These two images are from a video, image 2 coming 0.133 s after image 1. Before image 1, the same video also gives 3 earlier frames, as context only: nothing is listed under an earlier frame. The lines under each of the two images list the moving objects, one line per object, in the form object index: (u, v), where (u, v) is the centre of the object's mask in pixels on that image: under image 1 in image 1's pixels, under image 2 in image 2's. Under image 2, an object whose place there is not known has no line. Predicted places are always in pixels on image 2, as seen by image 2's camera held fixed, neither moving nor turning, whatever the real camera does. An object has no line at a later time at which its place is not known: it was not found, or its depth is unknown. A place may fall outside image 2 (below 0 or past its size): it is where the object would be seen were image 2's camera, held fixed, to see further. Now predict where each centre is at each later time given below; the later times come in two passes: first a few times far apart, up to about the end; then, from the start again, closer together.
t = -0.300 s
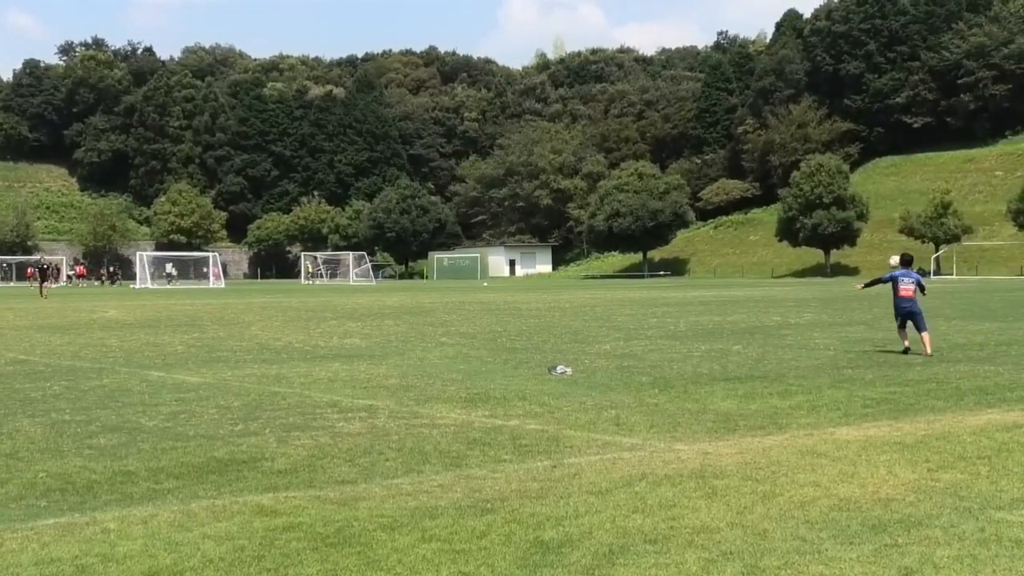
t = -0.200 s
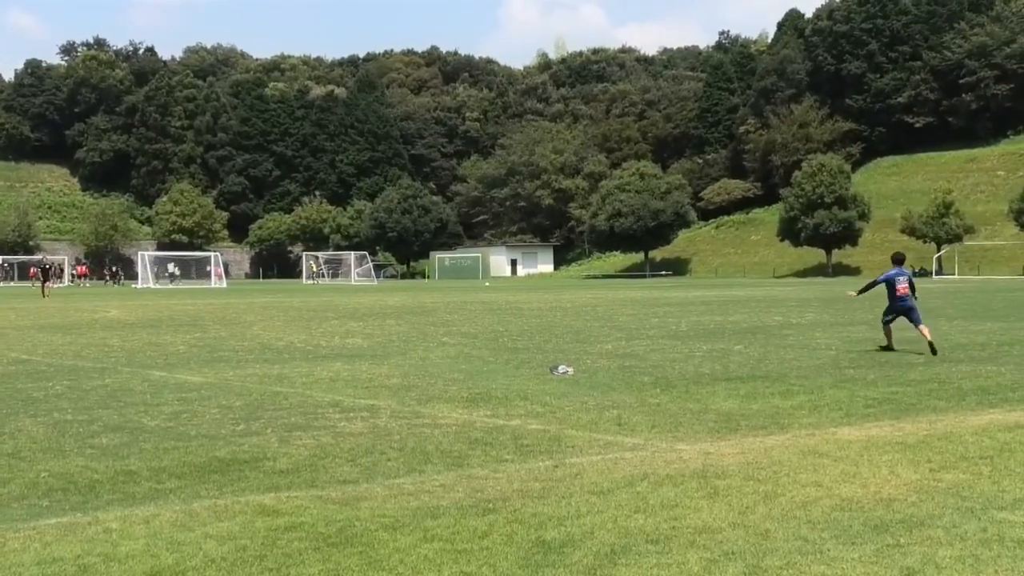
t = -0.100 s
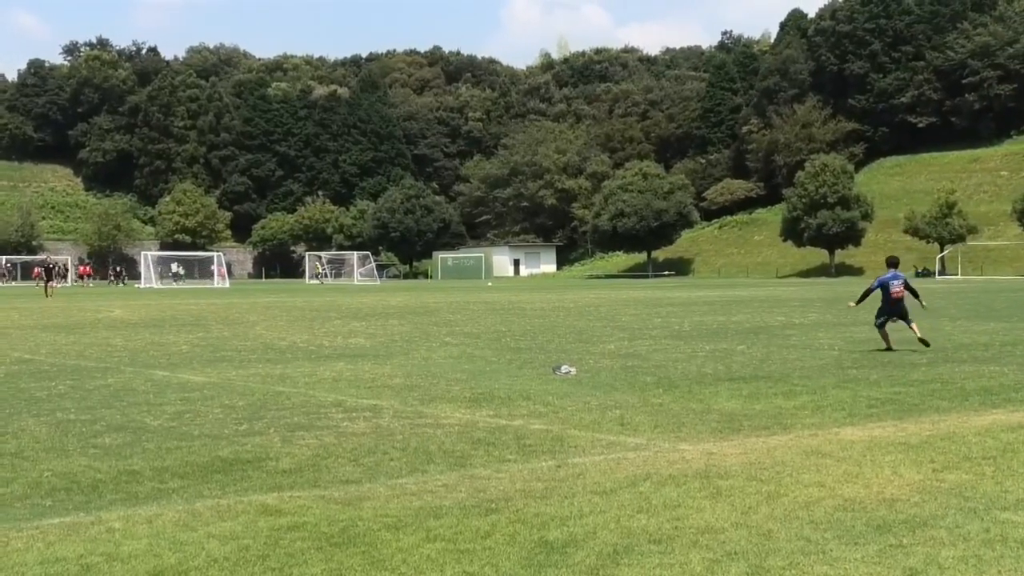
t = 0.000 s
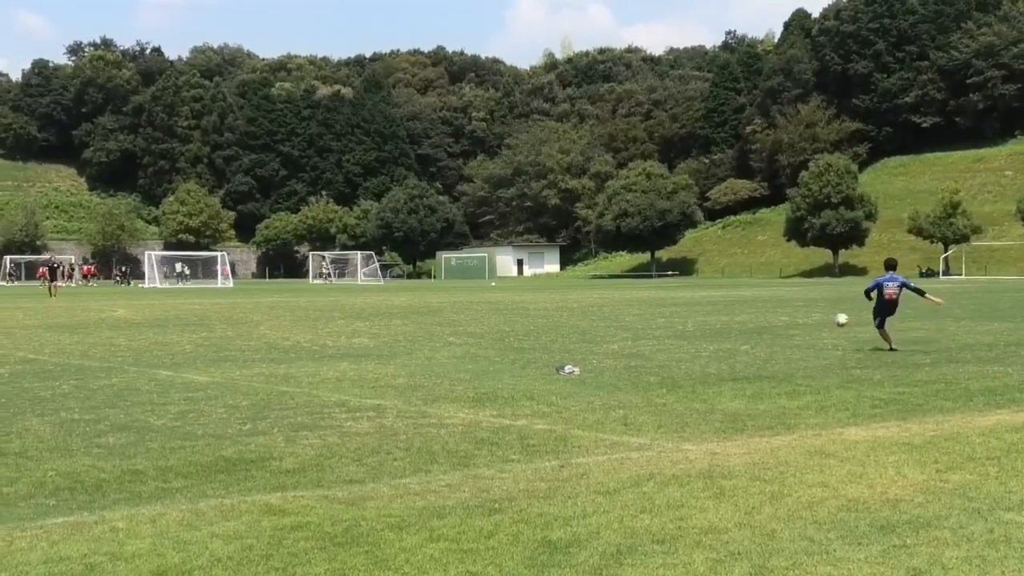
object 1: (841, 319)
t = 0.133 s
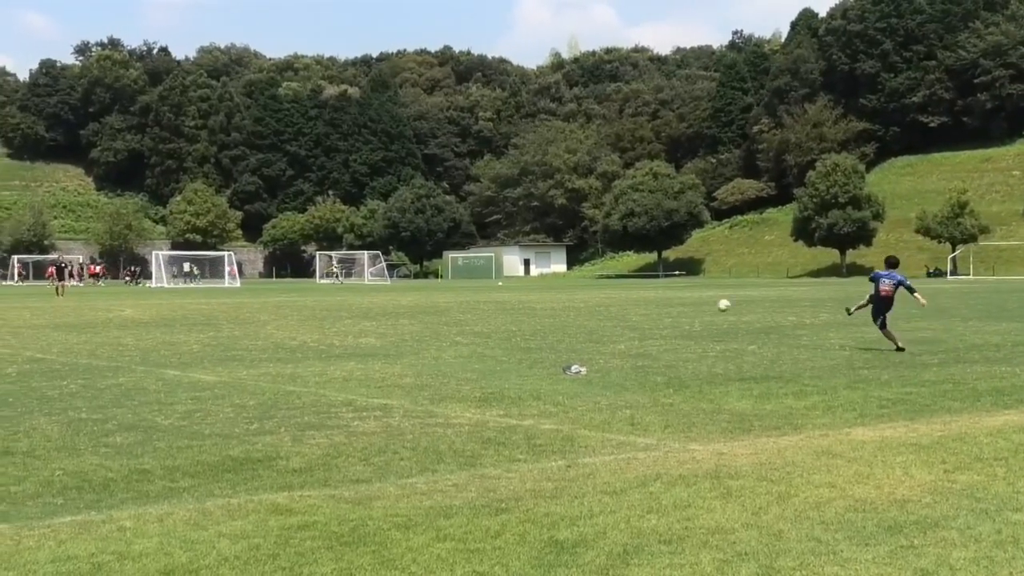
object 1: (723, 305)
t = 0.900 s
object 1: (270, 320)
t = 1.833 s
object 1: (-25, 317)
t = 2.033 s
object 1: (-86, 309)
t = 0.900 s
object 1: (270, 320)
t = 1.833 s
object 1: (-25, 317)
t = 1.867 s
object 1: (-33, 316)
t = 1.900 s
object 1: (-43, 313)
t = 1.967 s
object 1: (-64, 310)
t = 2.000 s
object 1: (-74, 310)
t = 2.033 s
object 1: (-86, 309)
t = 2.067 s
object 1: (-94, 310)
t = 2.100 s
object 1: (-104, 311)
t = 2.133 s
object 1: (-113, 312)
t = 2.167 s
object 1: (-123, 314)
